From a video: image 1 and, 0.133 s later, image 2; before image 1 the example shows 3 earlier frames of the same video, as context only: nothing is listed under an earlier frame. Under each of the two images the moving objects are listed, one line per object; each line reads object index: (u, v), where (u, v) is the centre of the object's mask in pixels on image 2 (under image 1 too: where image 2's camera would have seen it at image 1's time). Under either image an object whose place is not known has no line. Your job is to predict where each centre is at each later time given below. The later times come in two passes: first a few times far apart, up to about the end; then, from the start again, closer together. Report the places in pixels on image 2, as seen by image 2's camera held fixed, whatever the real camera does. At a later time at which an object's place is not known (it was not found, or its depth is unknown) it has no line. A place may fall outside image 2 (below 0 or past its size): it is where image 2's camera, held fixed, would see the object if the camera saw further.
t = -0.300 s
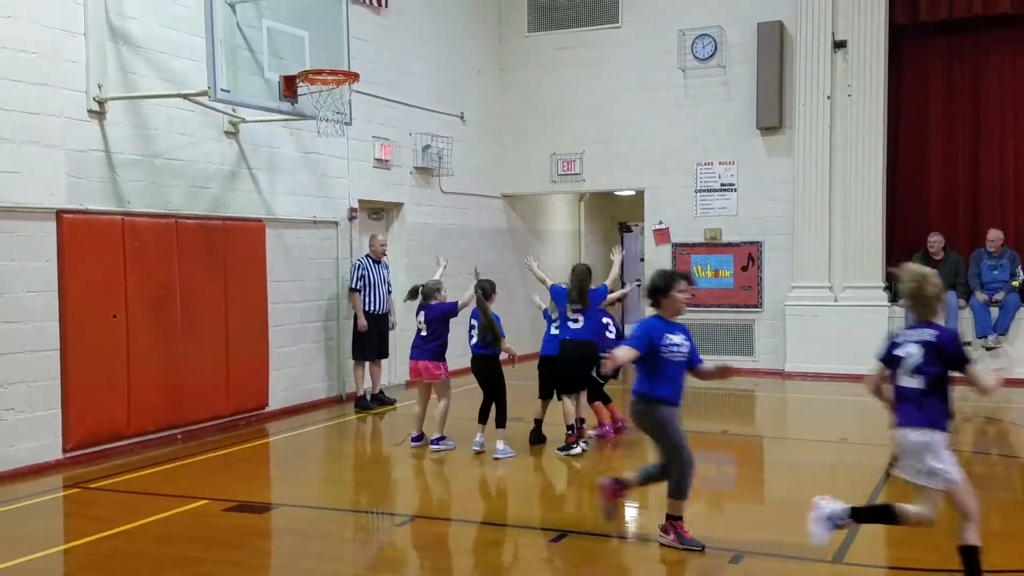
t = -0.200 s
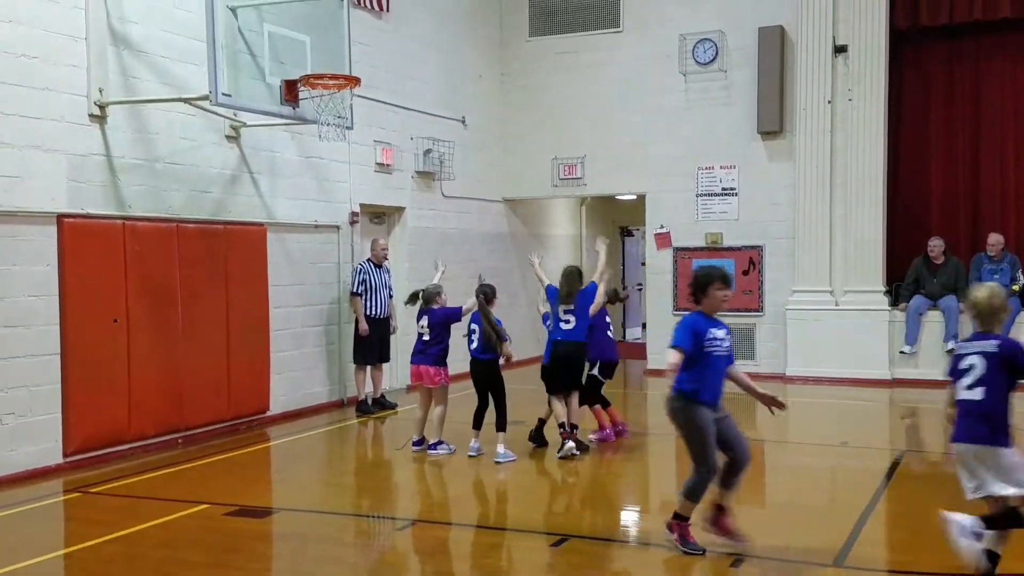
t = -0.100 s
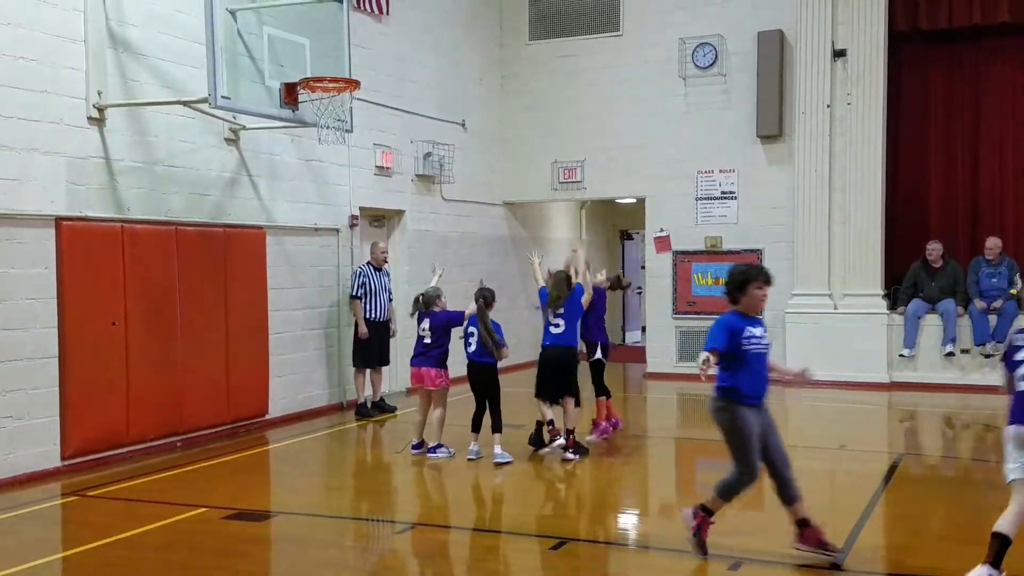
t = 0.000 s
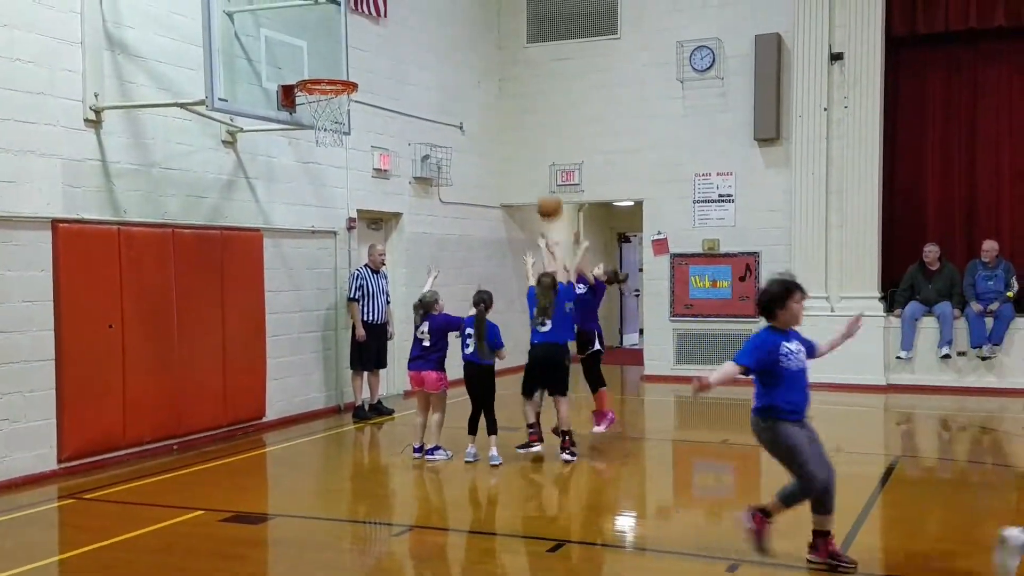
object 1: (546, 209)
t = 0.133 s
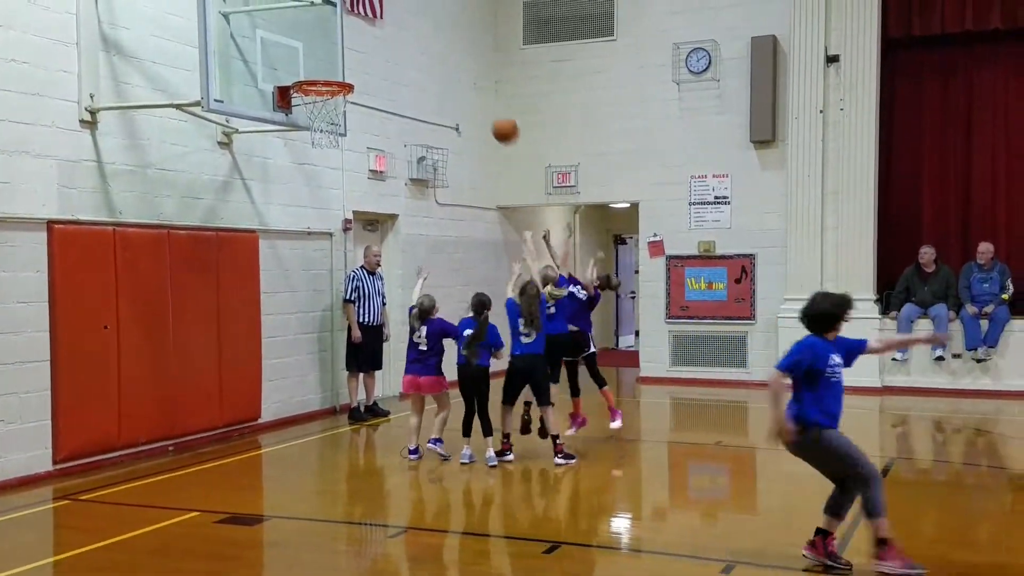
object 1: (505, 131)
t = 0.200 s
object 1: (484, 98)
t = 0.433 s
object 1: (410, 19)
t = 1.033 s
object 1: (379, 91)
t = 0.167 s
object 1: (495, 114)
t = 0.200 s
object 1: (484, 98)
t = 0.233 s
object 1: (474, 83)
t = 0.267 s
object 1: (463, 70)
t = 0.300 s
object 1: (453, 57)
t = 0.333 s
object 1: (442, 46)
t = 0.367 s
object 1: (432, 35)
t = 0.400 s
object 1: (421, 26)
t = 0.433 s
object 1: (410, 19)
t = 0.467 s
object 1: (400, 12)
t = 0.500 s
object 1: (390, 7)
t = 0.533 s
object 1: (380, 3)
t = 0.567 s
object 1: (369, 1)
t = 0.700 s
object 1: (330, 2)
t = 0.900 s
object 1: (356, 39)
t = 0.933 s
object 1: (362, 49)
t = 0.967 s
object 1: (368, 62)
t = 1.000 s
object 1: (373, 76)
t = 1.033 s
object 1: (379, 91)
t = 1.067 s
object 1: (385, 107)
